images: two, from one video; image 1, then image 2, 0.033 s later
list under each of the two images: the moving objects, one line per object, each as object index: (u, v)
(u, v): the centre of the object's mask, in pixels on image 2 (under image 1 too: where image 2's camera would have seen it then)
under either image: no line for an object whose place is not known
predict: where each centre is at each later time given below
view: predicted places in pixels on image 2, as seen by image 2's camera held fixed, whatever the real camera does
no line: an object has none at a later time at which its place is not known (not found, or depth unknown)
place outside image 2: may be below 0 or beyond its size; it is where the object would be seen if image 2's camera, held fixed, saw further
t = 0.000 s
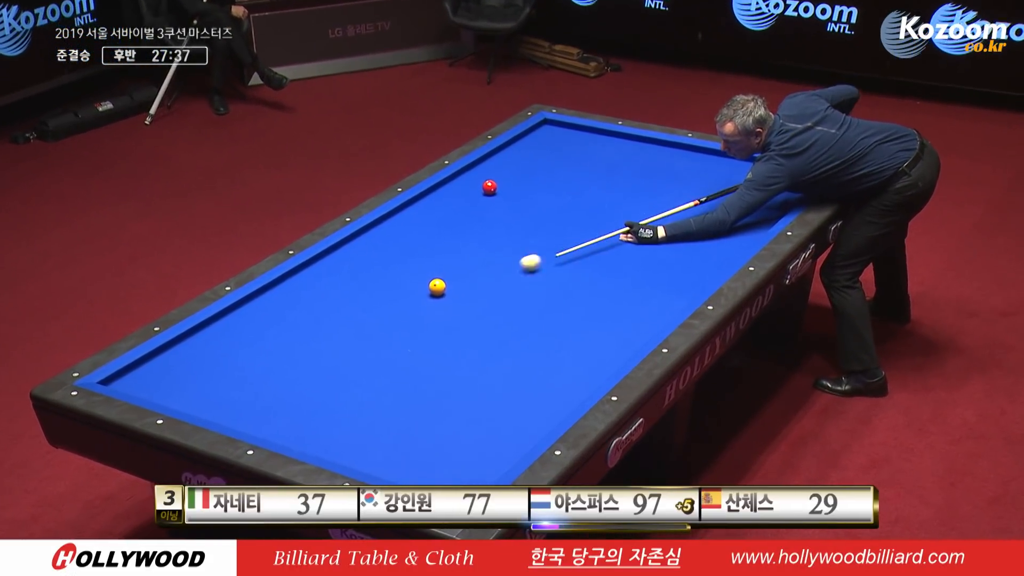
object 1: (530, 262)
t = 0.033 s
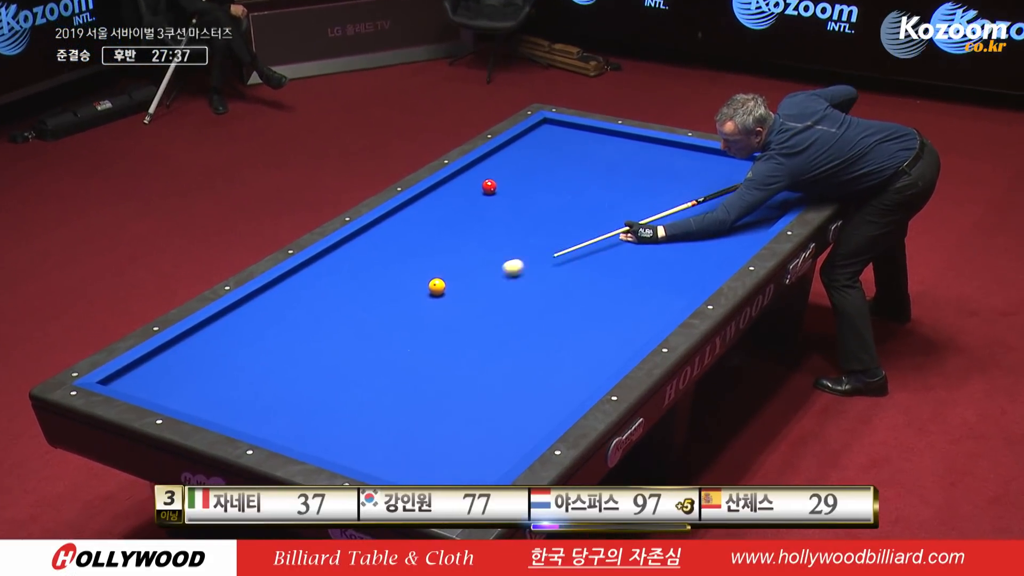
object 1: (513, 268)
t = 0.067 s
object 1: (496, 273)
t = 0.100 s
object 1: (478, 279)
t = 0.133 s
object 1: (460, 284)
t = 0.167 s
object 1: (452, 290)
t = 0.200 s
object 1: (450, 297)
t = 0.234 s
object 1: (447, 303)
